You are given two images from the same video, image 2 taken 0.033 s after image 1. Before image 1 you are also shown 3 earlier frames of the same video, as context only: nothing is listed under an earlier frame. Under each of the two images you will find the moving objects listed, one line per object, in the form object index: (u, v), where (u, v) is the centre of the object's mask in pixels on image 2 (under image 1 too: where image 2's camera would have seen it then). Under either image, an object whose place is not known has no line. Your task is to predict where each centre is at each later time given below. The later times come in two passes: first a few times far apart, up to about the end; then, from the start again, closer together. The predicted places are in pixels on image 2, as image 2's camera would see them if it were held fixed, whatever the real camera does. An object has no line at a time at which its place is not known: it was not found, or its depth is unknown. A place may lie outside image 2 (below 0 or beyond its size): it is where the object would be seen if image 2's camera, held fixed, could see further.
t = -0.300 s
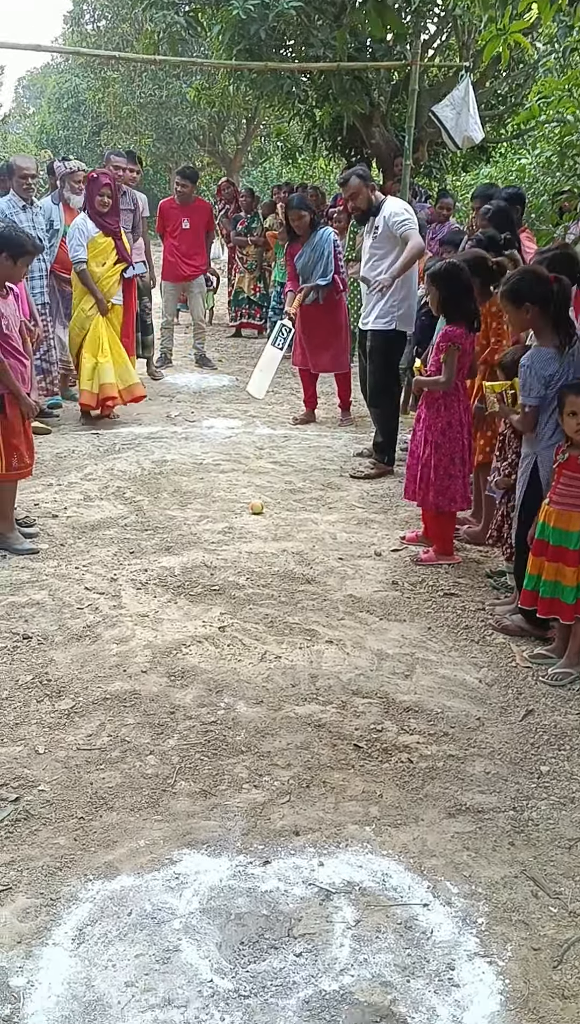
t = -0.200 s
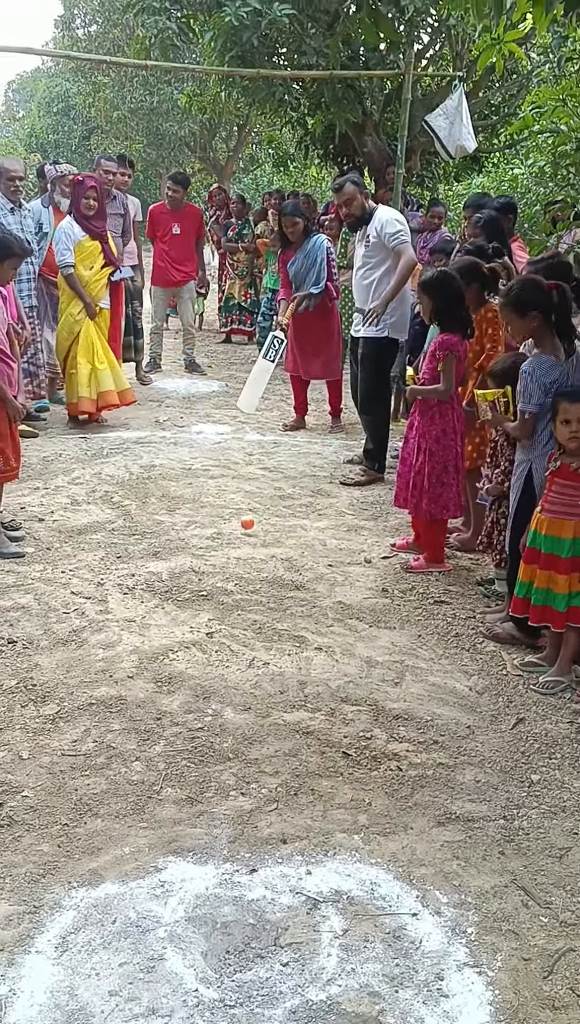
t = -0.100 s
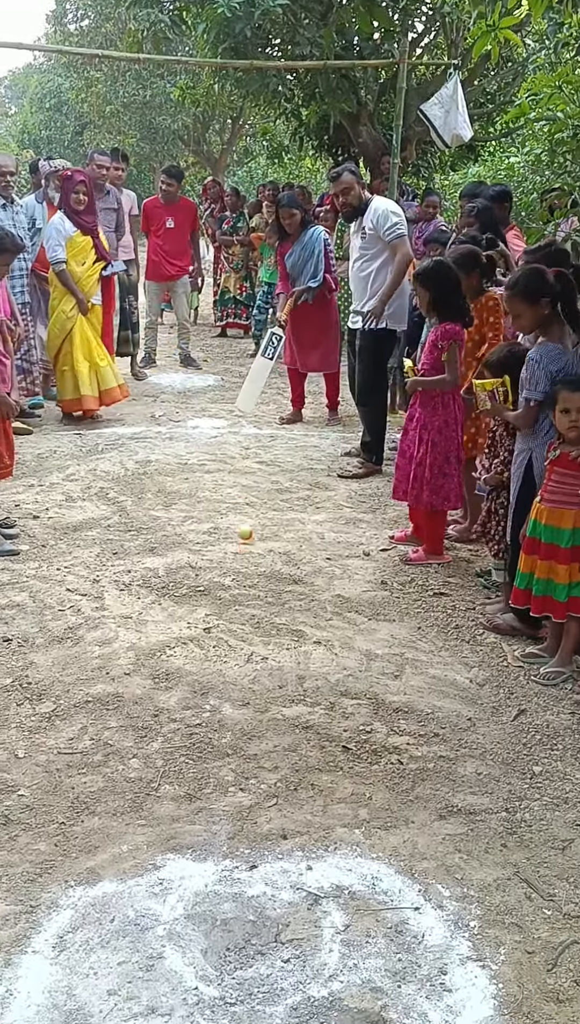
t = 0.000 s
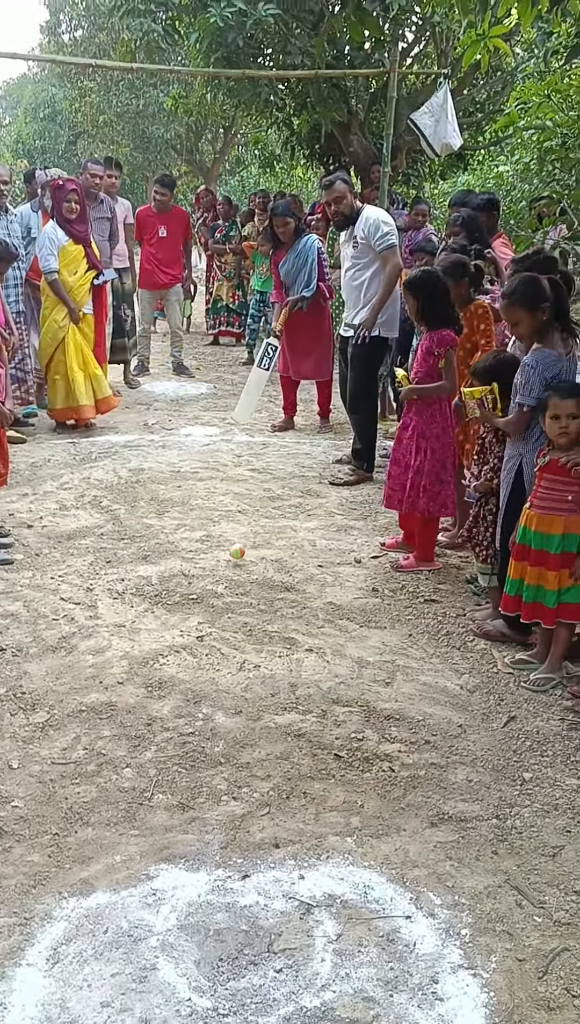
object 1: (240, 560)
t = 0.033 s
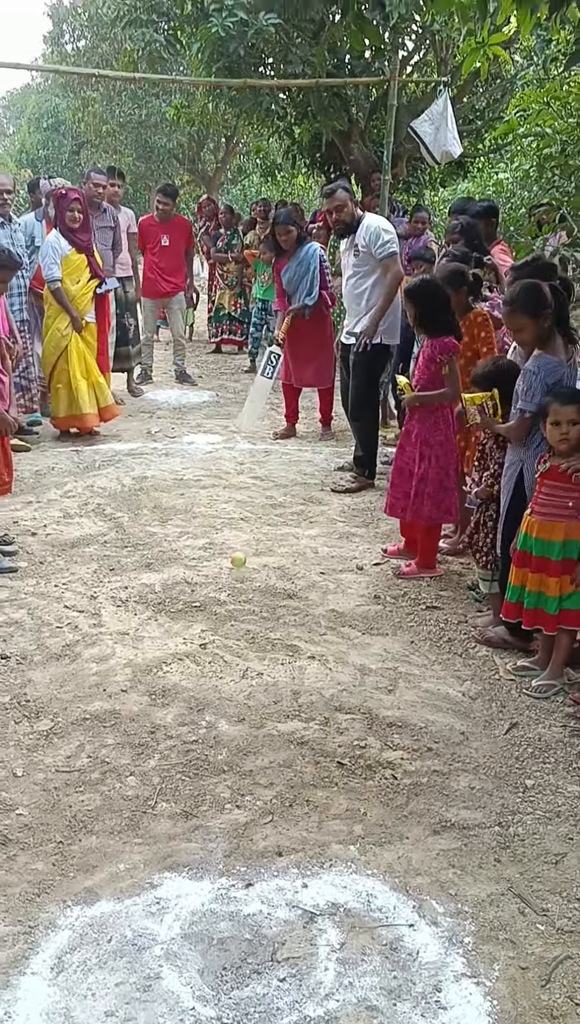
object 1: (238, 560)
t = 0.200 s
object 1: (233, 592)
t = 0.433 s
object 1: (238, 627)
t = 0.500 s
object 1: (240, 639)
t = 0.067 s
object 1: (236, 564)
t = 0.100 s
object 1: (235, 571)
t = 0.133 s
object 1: (233, 583)
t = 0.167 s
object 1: (232, 592)
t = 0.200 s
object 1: (233, 592)
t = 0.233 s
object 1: (233, 596)
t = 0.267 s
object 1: (234, 601)
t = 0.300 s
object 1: (236, 613)
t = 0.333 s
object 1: (236, 625)
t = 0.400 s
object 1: (237, 627)
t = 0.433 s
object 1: (238, 627)
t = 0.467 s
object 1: (240, 632)
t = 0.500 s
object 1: (240, 639)
